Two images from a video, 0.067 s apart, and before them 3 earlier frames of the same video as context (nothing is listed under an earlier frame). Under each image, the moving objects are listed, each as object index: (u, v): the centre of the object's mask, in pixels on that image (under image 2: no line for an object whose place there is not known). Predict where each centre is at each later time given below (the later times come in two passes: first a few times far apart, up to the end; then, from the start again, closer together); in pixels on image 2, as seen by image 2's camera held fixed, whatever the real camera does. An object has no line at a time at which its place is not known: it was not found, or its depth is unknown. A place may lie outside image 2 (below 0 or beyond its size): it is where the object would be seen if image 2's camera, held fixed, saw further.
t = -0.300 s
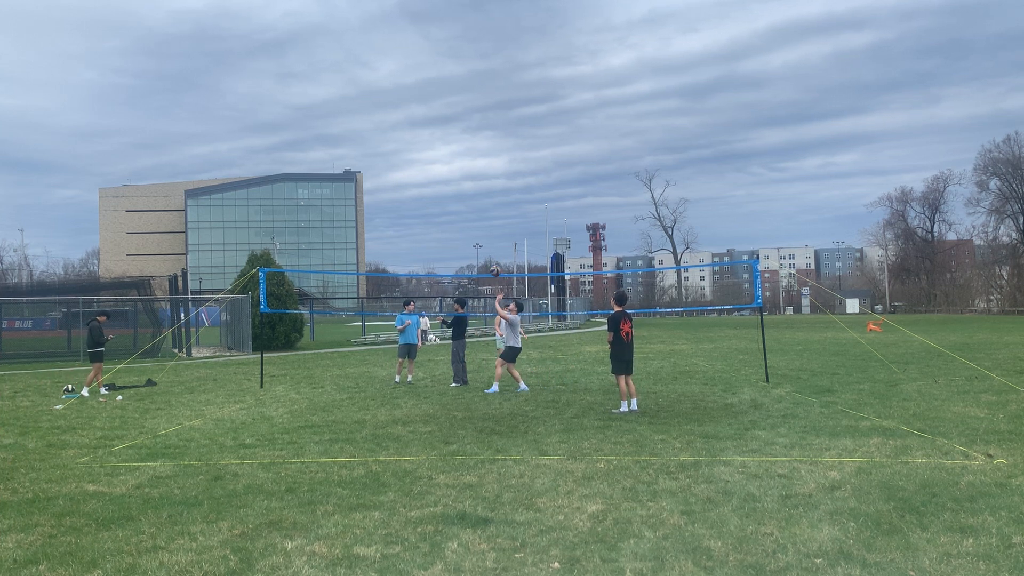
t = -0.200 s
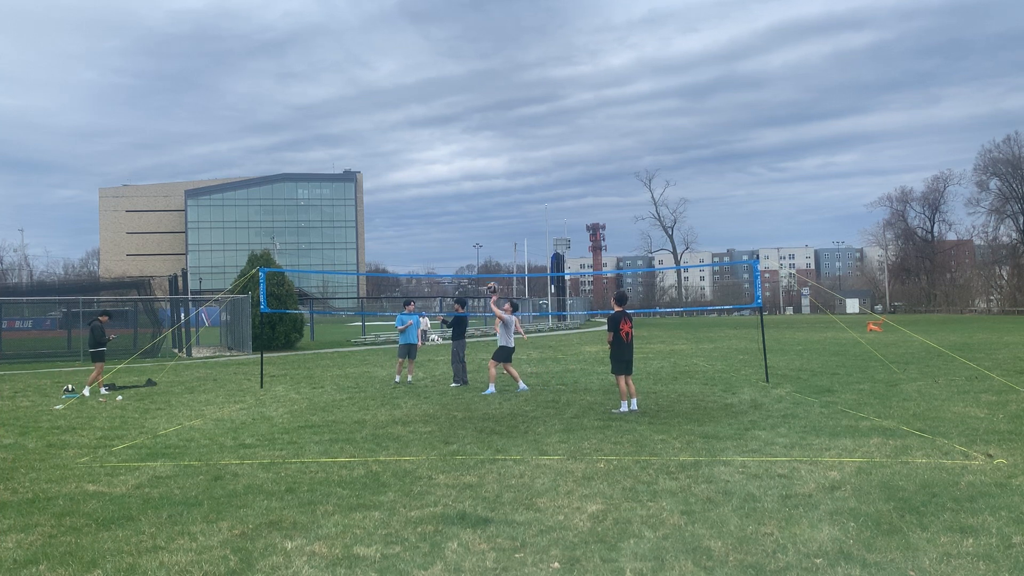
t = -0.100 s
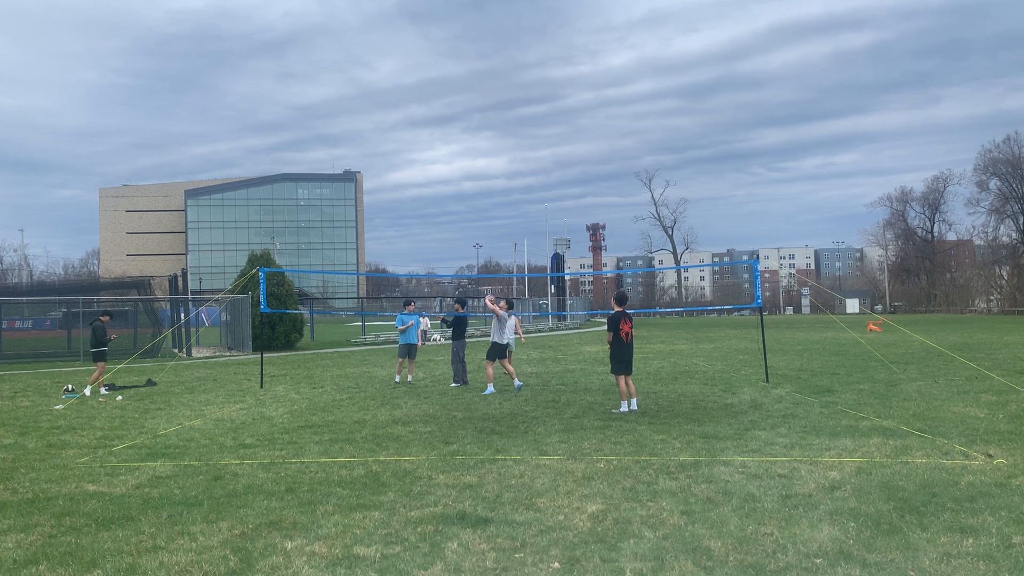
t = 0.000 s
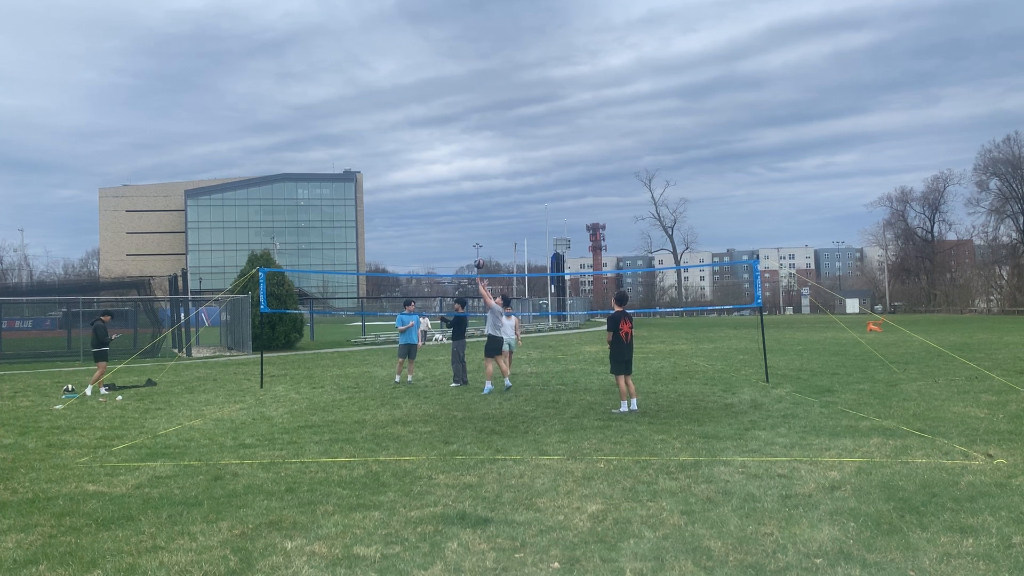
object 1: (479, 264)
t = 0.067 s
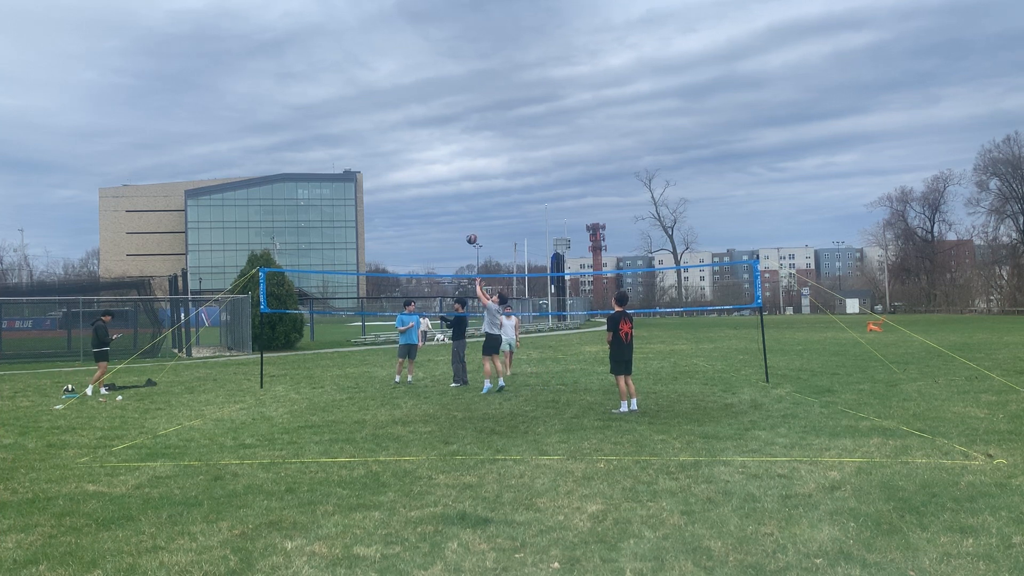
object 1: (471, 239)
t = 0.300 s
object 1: (444, 173)
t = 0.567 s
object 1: (414, 134)
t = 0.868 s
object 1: (381, 136)
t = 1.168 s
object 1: (351, 184)
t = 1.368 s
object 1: (331, 241)
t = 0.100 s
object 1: (467, 228)
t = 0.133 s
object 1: (463, 217)
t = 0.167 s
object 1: (460, 207)
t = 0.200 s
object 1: (456, 198)
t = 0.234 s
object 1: (452, 189)
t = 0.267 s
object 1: (448, 181)
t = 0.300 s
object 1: (444, 173)
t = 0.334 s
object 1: (440, 166)
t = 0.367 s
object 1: (436, 160)
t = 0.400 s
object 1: (432, 154)
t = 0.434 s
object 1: (428, 149)
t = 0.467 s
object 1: (424, 144)
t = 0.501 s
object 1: (420, 141)
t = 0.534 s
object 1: (418, 137)
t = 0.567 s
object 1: (414, 134)
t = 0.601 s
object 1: (410, 132)
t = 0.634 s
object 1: (406, 131)
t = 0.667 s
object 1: (403, 130)
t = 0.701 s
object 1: (399, 129)
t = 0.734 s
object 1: (395, 130)
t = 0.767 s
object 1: (392, 131)
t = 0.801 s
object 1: (388, 132)
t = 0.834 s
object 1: (385, 134)
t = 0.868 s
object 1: (381, 136)
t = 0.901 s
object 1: (378, 139)
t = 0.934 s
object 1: (374, 143)
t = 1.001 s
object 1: (368, 152)
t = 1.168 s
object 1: (351, 184)
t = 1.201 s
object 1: (348, 193)
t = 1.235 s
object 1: (344, 201)
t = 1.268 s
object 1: (341, 210)
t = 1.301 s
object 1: (337, 220)
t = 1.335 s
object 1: (334, 230)
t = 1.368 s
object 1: (331, 241)
